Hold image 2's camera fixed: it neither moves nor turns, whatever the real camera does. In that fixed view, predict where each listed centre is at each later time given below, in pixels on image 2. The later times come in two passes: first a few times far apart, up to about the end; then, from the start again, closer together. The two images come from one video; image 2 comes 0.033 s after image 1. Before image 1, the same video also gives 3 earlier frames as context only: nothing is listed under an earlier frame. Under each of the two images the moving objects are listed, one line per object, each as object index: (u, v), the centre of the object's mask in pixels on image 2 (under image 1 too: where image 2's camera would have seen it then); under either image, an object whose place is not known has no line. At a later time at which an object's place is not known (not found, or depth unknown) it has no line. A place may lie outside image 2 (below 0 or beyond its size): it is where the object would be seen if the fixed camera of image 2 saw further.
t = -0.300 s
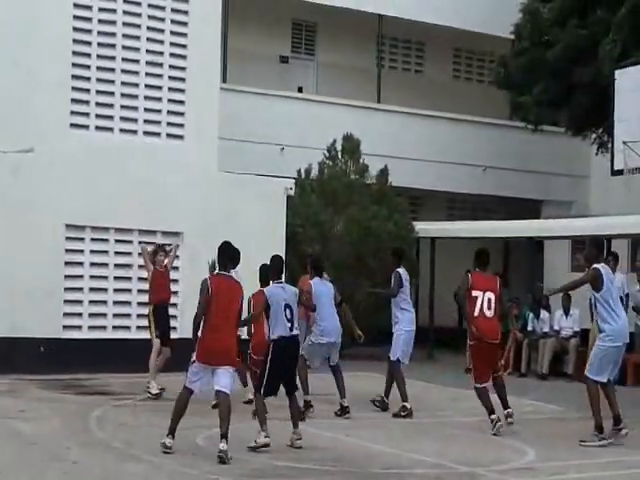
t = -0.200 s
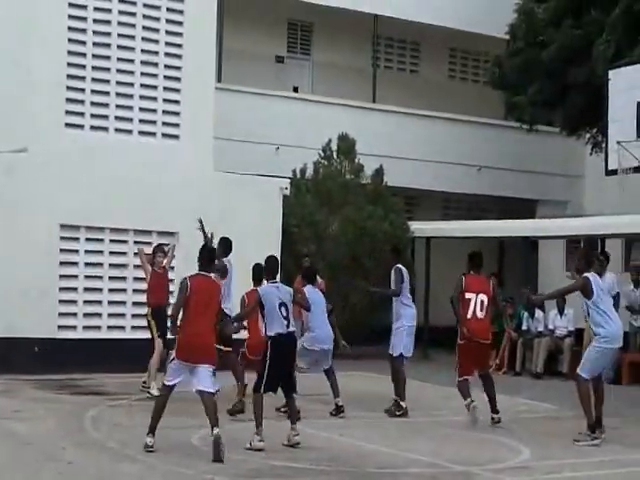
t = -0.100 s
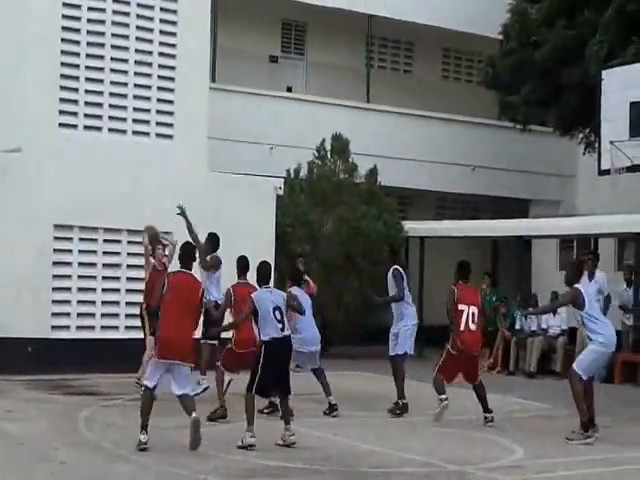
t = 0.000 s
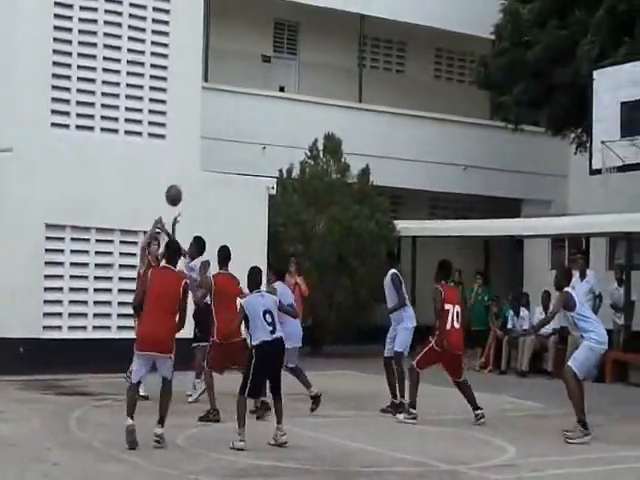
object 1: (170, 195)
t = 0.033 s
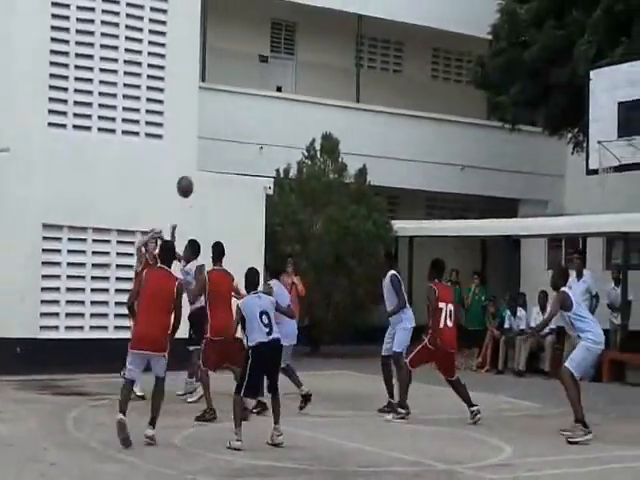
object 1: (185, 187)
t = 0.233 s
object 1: (279, 153)
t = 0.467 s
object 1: (414, 170)
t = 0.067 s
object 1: (199, 178)
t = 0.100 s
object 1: (214, 171)
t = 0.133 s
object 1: (230, 165)
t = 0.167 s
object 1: (245, 160)
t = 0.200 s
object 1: (262, 156)
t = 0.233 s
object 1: (279, 153)
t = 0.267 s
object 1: (296, 151)
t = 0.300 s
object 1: (313, 151)
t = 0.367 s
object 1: (352, 154)
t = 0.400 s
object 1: (372, 158)
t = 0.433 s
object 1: (393, 163)
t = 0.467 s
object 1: (414, 170)
